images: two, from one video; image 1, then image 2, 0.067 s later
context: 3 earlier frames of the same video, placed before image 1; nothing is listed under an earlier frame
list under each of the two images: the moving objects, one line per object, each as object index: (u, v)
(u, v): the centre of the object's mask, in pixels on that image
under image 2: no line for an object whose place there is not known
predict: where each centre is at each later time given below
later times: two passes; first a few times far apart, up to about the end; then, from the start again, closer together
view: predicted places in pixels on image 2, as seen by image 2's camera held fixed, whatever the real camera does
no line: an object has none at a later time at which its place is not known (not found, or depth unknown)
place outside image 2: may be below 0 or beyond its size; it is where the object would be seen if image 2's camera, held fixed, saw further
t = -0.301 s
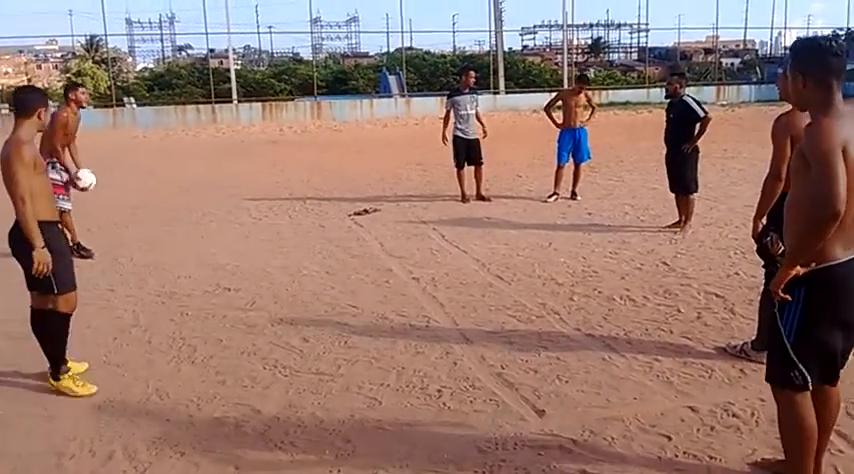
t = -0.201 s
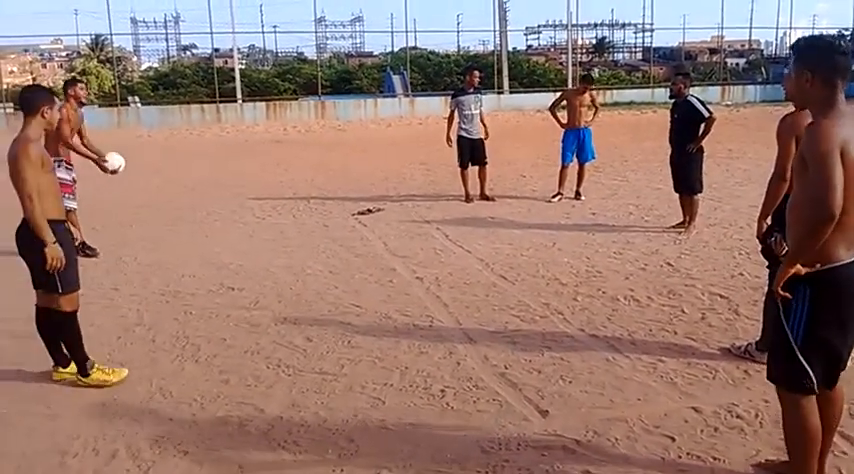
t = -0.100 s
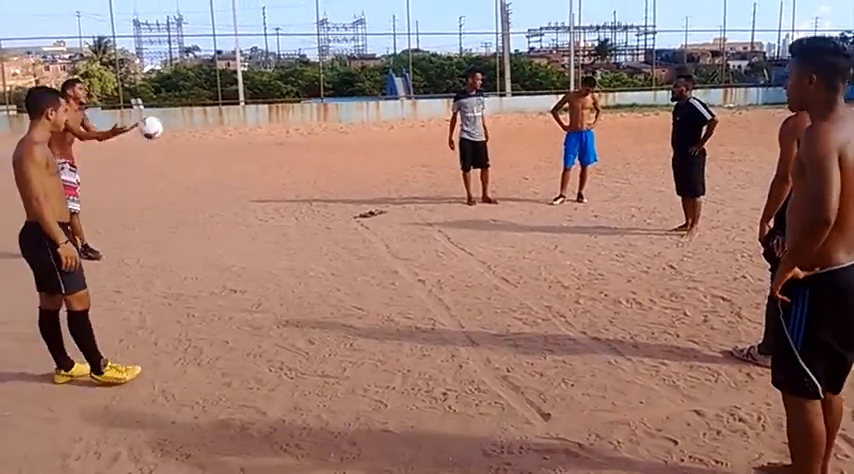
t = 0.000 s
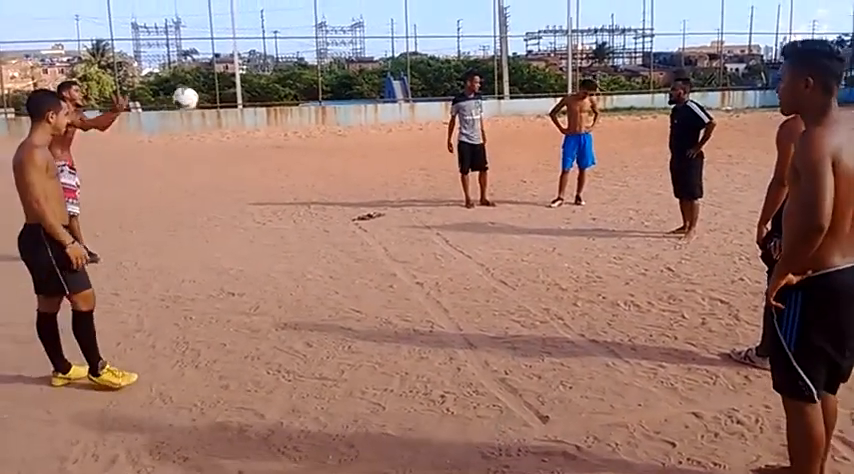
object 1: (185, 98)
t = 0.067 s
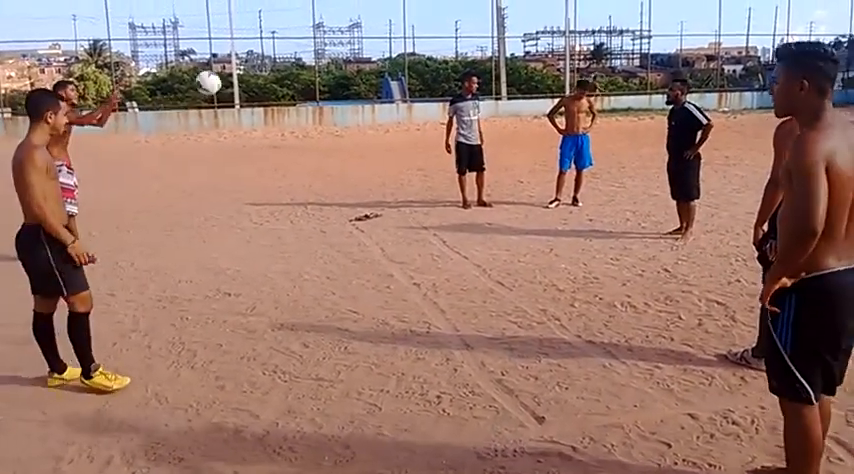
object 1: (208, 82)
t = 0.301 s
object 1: (299, 65)
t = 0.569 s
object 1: (408, 114)
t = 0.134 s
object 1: (233, 71)
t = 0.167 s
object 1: (247, 68)
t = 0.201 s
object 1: (259, 65)
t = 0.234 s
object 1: (273, 63)
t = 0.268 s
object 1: (287, 63)
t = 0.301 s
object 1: (299, 65)
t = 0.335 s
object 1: (314, 65)
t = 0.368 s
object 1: (329, 69)
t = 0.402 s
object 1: (341, 73)
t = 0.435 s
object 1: (354, 79)
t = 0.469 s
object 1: (368, 86)
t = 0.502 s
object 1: (381, 95)
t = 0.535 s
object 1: (394, 104)
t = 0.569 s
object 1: (408, 114)
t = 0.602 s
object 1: (421, 126)
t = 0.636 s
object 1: (434, 138)
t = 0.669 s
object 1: (448, 151)
